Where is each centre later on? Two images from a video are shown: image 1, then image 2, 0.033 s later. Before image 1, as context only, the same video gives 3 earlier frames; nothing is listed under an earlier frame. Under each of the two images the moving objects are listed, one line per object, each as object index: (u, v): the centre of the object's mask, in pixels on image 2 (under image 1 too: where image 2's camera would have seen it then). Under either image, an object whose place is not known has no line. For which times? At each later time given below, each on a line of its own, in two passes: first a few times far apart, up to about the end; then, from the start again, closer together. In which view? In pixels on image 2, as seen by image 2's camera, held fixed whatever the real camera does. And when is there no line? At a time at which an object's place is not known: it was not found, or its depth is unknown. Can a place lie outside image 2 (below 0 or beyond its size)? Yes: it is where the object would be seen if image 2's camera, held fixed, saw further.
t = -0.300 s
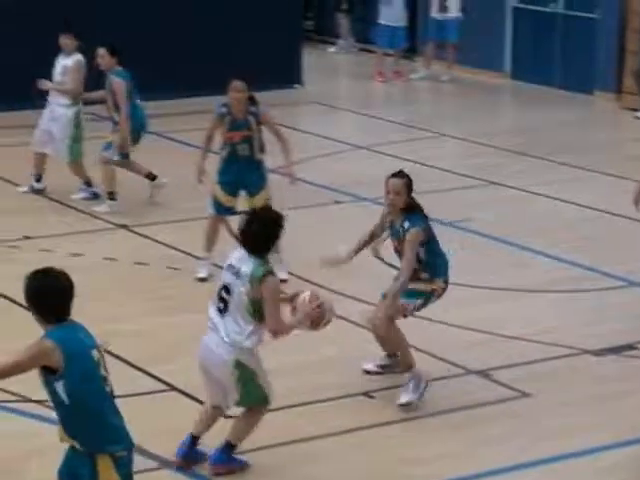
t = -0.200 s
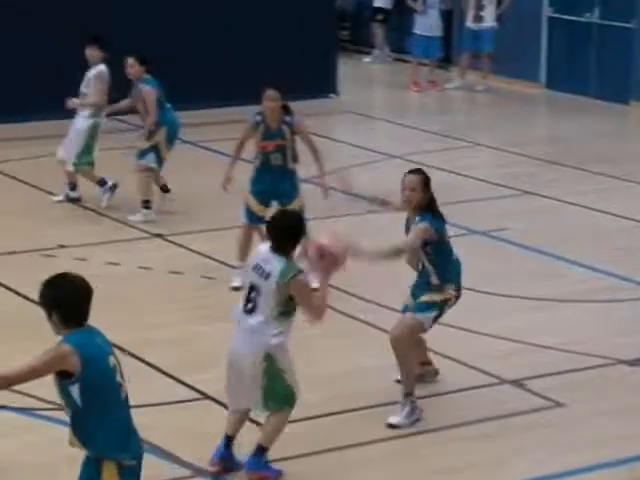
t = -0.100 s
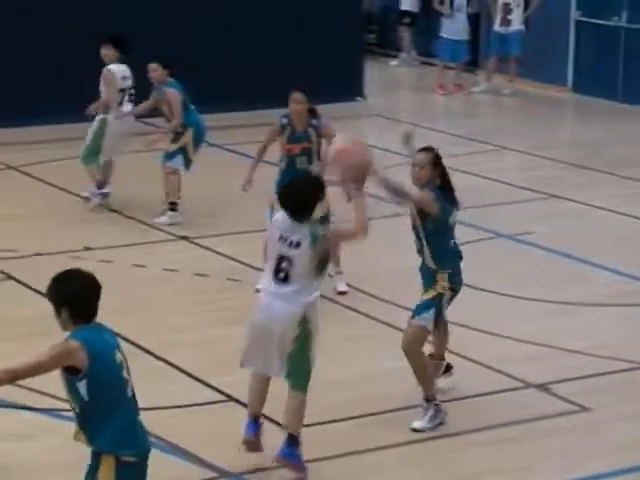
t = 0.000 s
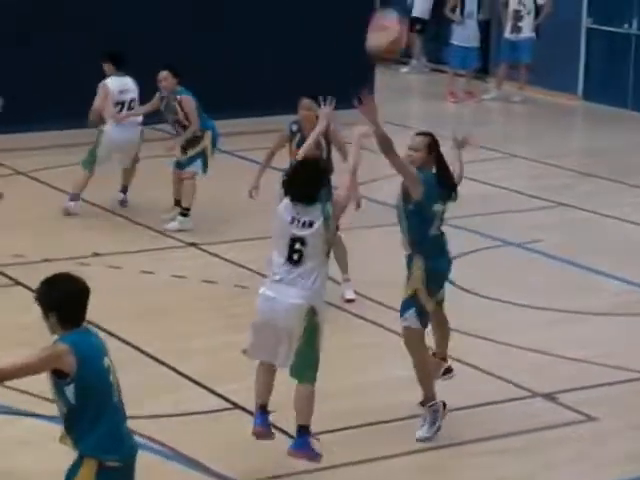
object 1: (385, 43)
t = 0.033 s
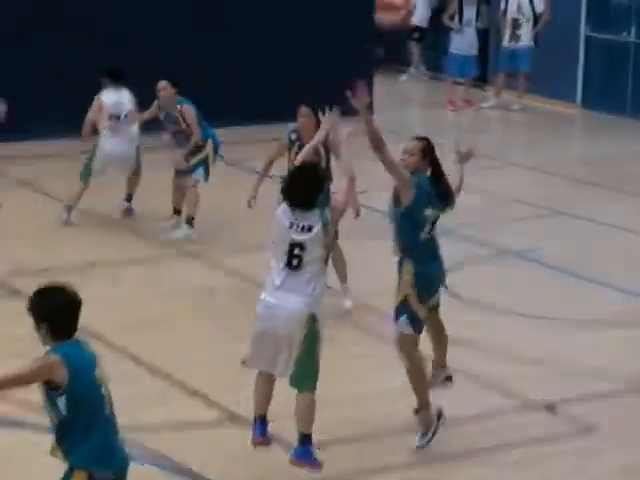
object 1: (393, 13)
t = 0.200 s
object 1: (440, -154)
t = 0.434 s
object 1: (490, -279)
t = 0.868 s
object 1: (555, -252)
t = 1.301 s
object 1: (546, -100)
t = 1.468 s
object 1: (507, -58)
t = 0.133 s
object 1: (421, -86)
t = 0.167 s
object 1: (431, -119)
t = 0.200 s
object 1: (440, -154)
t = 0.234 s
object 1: (448, -183)
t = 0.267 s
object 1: (457, -208)
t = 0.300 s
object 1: (466, -226)
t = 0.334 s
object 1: (472, -243)
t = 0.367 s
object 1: (478, -258)
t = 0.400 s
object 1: (486, -271)
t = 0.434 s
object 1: (490, -279)
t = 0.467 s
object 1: (496, -286)
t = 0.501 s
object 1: (501, -292)
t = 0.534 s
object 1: (508, -296)
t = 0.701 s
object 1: (533, -295)
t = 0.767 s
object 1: (543, -281)
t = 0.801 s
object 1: (547, -273)
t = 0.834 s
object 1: (551, -263)
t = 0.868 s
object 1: (555, -252)
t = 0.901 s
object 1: (560, -240)
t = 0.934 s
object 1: (564, -224)
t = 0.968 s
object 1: (568, -211)
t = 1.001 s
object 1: (570, -193)
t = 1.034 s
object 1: (576, -177)
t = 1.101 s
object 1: (579, -138)
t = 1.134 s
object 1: (582, -119)
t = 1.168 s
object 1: (578, -112)
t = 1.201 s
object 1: (570, -109)
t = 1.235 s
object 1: (562, -109)
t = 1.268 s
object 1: (554, -105)
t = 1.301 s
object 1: (546, -100)
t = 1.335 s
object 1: (537, -95)
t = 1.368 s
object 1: (529, -86)
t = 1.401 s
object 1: (523, -78)
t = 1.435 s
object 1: (514, -68)
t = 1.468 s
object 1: (507, -58)
